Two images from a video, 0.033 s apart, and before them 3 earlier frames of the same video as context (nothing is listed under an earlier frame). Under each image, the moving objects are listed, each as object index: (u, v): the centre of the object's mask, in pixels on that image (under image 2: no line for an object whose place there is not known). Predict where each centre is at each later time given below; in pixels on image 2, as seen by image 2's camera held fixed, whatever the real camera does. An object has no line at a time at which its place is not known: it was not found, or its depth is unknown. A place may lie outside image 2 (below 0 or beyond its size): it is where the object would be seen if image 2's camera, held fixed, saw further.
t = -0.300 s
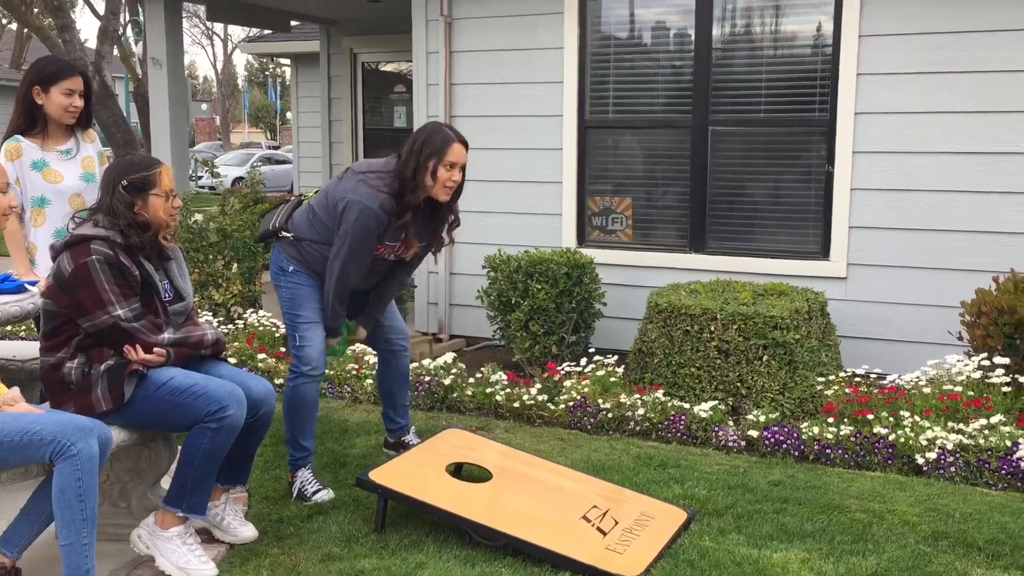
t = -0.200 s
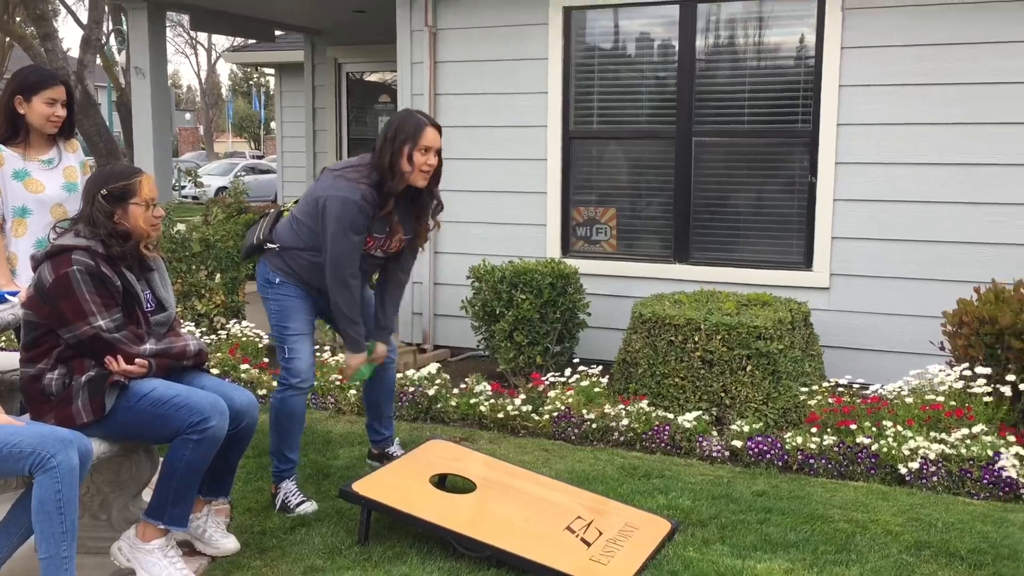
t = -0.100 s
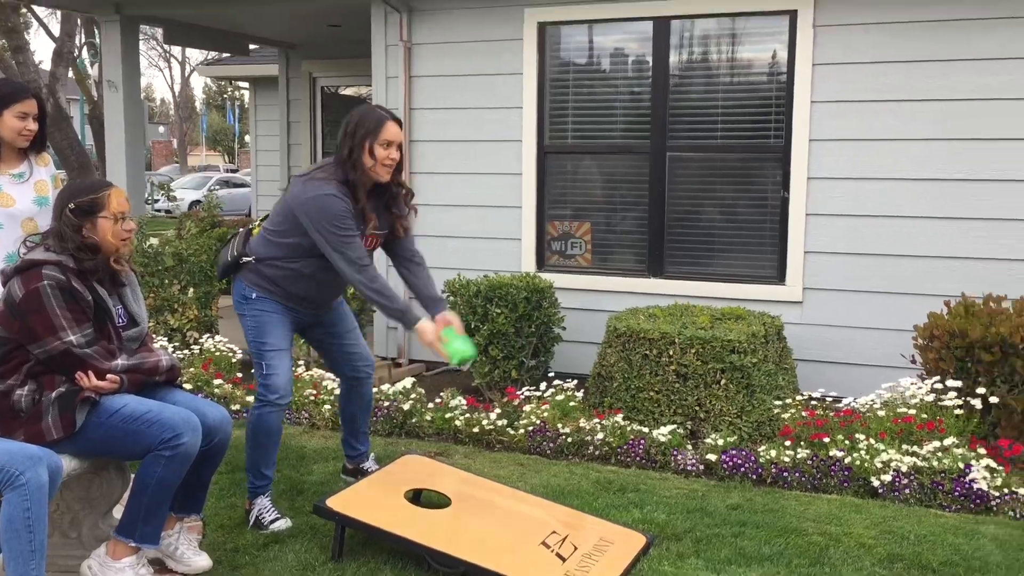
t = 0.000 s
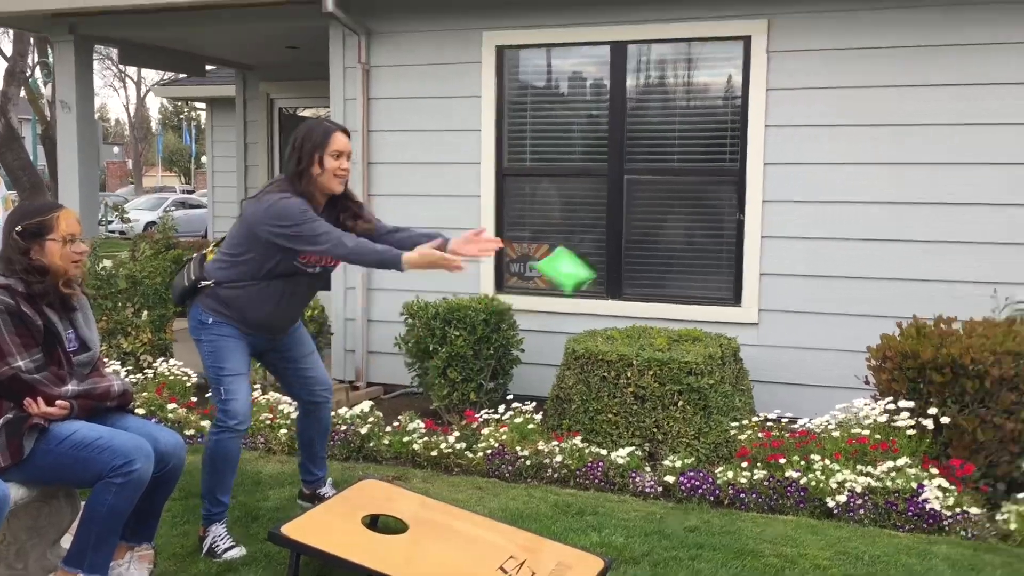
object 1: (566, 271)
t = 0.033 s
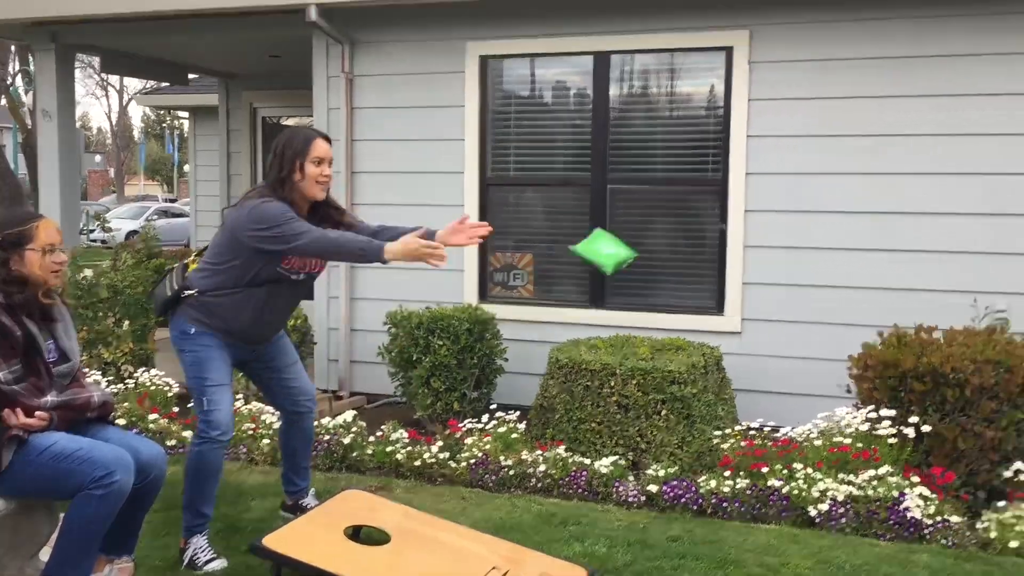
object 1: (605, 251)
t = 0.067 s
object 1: (664, 225)
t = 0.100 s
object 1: (726, 201)
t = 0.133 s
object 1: (793, 181)
